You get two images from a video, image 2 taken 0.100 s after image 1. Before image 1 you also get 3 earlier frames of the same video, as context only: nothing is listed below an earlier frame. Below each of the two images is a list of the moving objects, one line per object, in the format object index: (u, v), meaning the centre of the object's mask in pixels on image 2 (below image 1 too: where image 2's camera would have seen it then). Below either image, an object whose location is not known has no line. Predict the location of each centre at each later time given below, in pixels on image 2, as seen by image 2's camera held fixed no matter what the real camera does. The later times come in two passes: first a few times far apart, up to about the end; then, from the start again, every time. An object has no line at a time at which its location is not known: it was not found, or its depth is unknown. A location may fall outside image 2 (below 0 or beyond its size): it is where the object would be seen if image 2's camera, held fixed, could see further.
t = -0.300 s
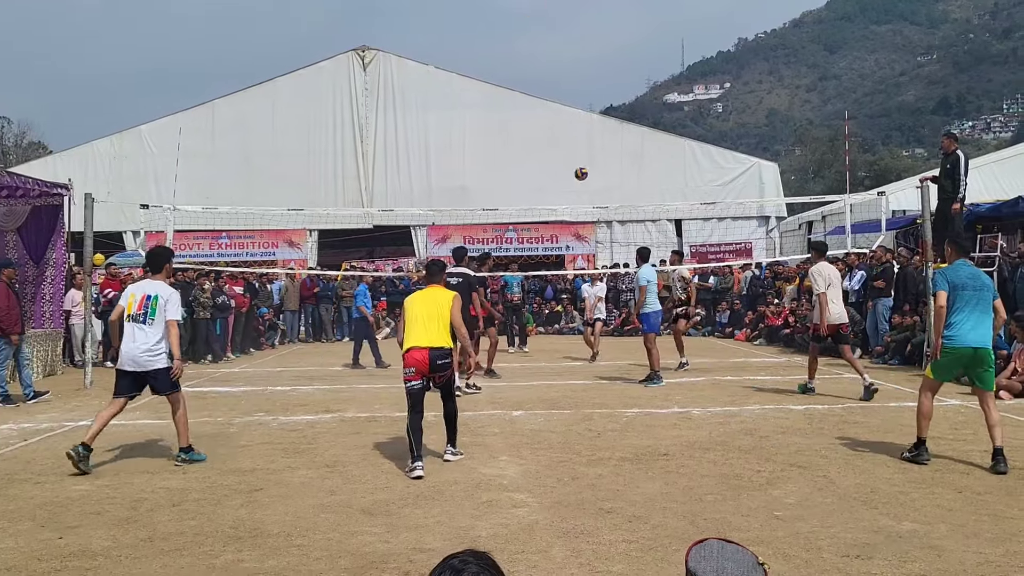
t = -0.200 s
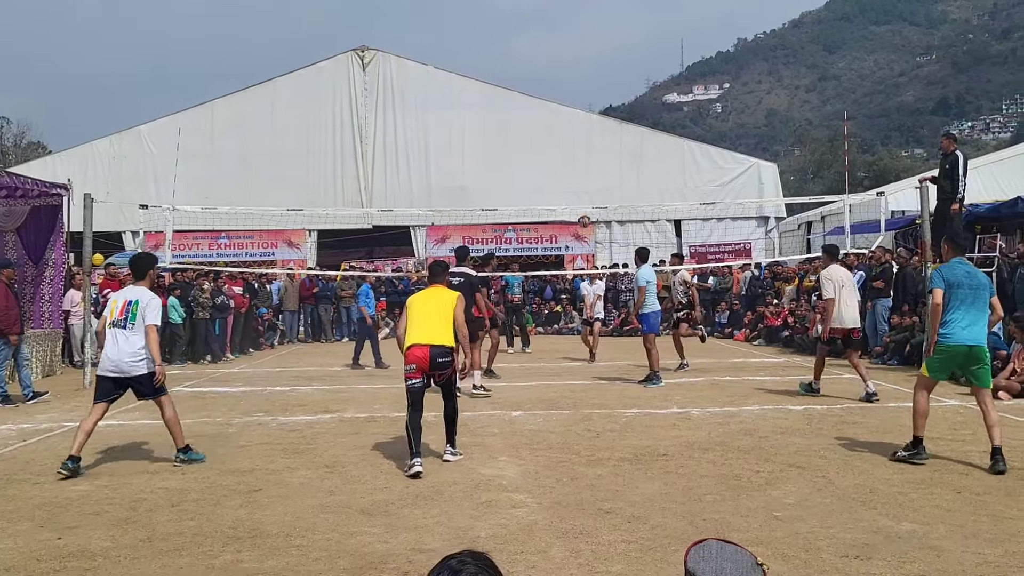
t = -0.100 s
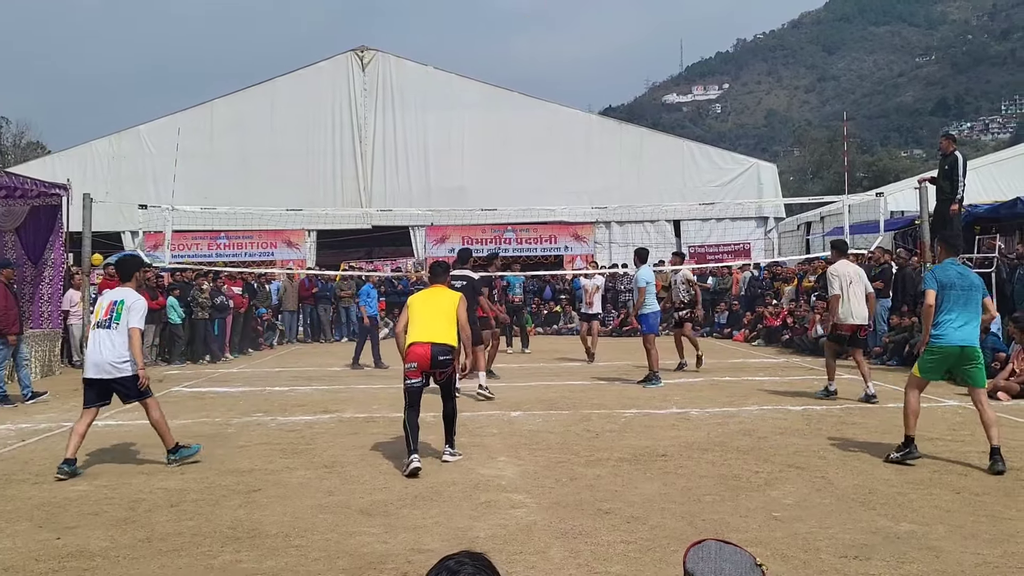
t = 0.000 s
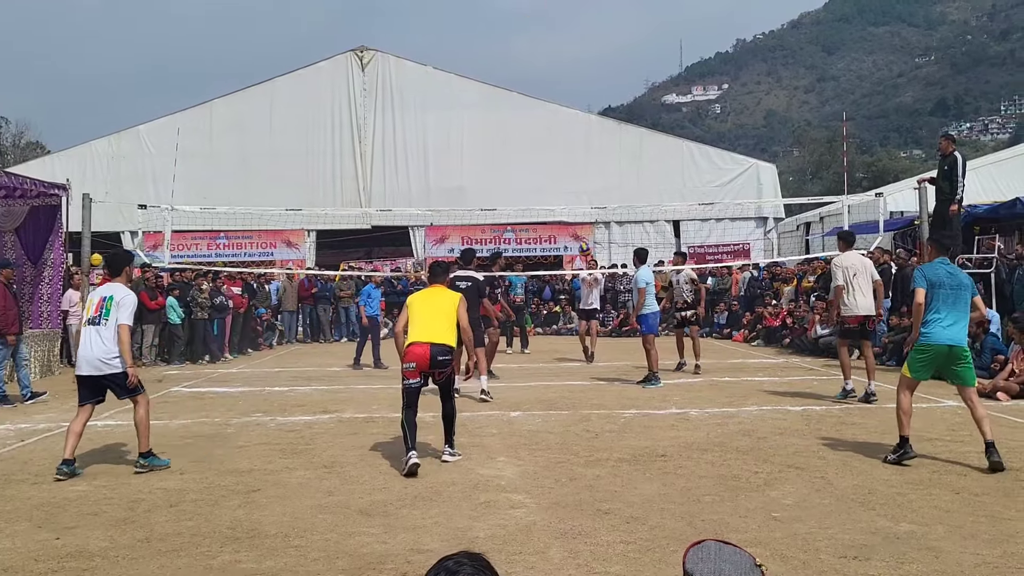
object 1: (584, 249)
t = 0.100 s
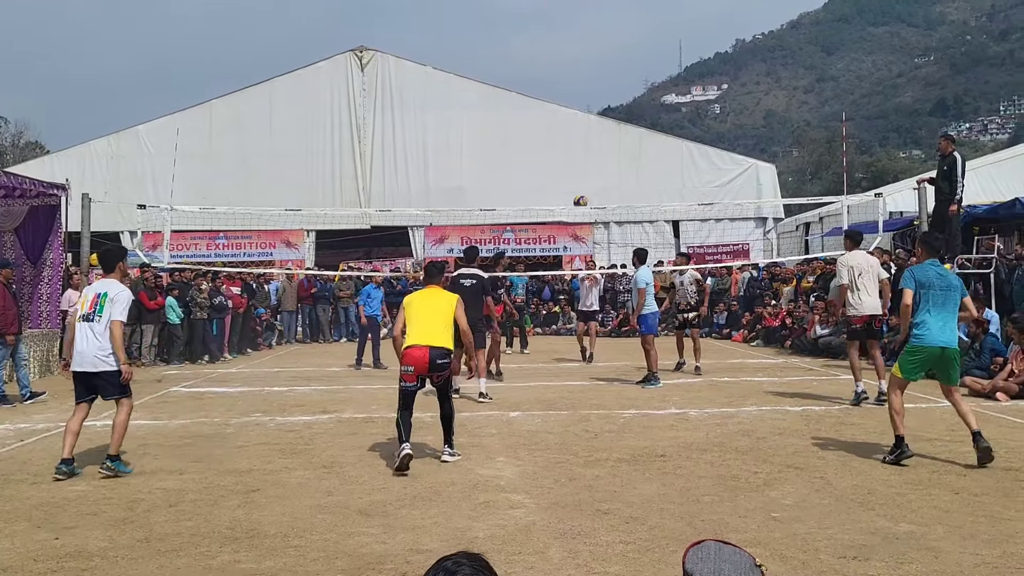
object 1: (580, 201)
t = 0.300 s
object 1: (570, 119)
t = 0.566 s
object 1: (554, 39)
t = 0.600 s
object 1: (552, 32)
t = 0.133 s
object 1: (579, 188)
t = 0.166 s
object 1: (577, 173)
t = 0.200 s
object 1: (575, 159)
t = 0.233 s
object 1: (574, 145)
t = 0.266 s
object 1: (572, 132)
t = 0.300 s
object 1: (570, 119)
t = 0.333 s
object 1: (569, 107)
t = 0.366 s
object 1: (566, 96)
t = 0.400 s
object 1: (565, 85)
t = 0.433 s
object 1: (563, 75)
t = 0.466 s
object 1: (560, 65)
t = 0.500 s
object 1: (558, 55)
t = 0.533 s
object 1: (556, 46)
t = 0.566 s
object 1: (554, 39)
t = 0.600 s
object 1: (552, 32)
